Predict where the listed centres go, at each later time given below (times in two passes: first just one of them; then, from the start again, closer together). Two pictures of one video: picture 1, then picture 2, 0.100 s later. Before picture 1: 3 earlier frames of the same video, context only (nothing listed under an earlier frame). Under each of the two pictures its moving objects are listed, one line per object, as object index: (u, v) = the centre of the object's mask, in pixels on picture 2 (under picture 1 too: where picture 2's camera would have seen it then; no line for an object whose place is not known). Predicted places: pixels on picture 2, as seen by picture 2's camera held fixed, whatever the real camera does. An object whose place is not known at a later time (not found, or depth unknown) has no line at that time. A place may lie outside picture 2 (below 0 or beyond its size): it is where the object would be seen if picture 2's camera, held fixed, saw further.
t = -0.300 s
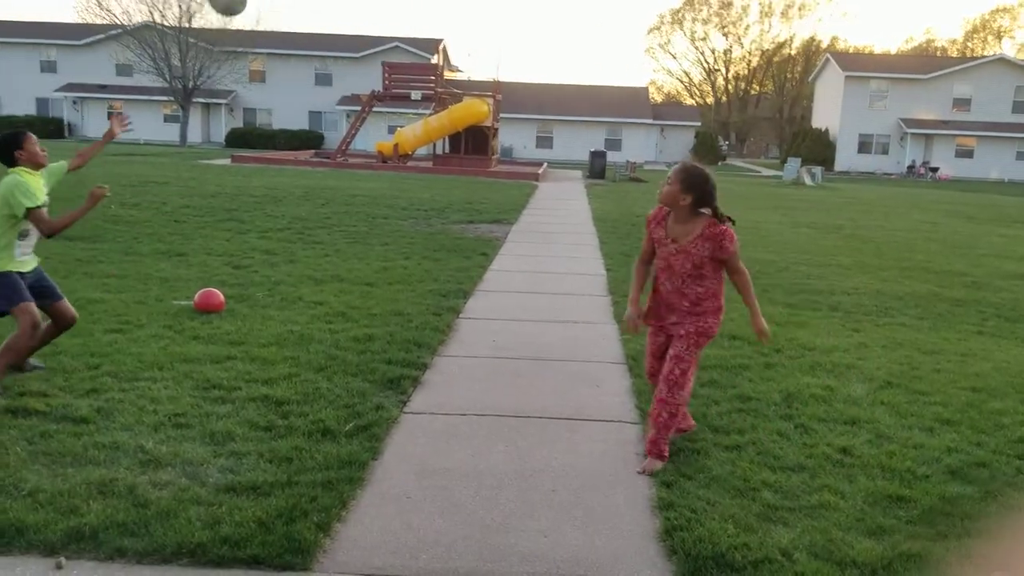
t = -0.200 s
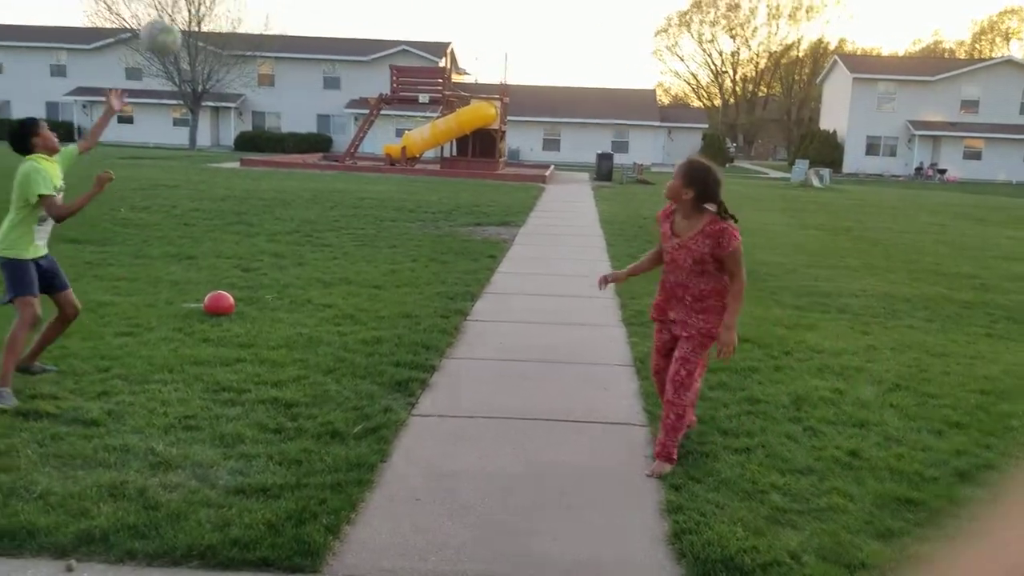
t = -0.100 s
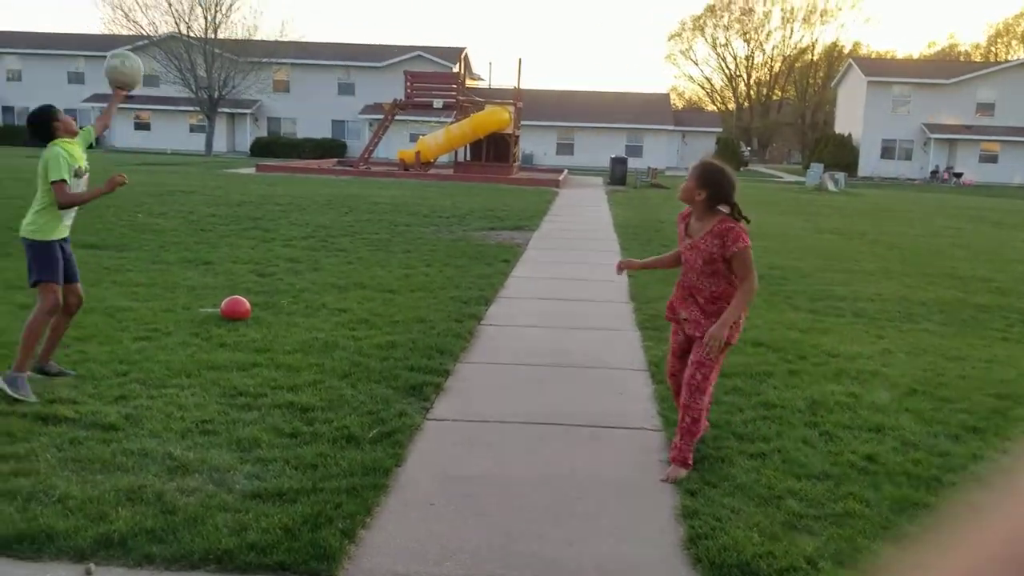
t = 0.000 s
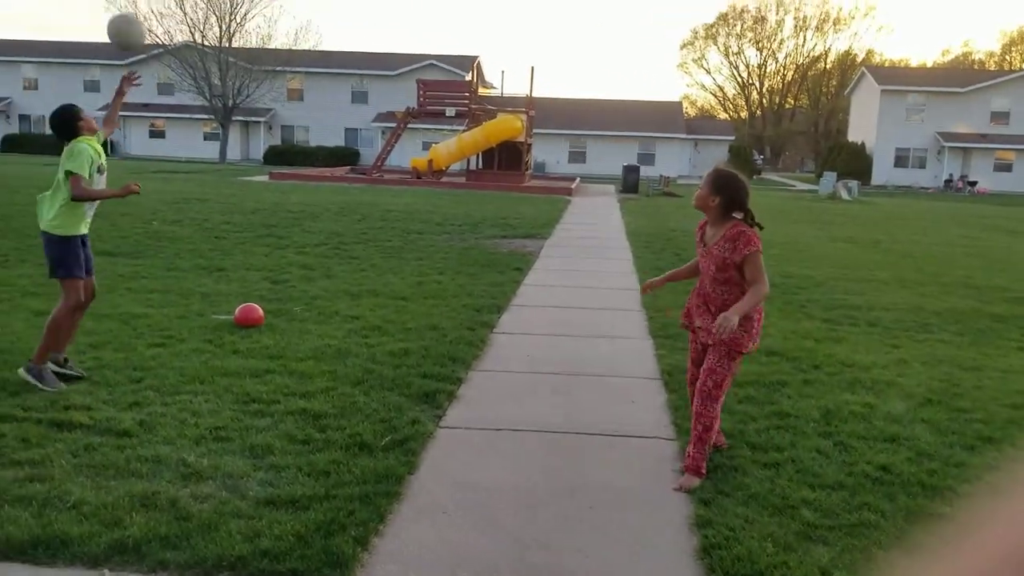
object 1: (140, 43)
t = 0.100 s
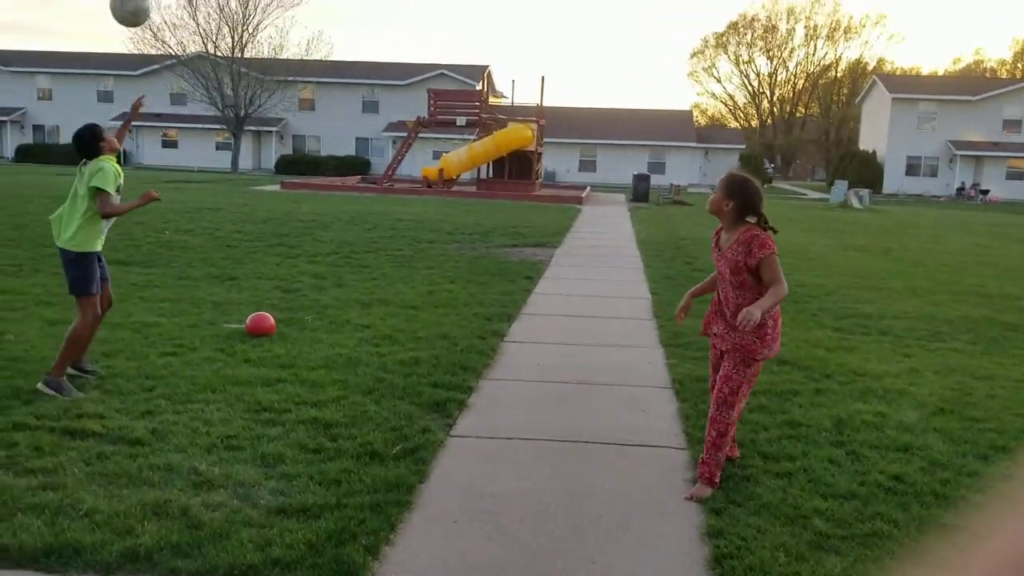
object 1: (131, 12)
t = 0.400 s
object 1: (97, 8)
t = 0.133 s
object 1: (127, 7)
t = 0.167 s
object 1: (123, 2)
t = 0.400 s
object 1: (97, 8)
